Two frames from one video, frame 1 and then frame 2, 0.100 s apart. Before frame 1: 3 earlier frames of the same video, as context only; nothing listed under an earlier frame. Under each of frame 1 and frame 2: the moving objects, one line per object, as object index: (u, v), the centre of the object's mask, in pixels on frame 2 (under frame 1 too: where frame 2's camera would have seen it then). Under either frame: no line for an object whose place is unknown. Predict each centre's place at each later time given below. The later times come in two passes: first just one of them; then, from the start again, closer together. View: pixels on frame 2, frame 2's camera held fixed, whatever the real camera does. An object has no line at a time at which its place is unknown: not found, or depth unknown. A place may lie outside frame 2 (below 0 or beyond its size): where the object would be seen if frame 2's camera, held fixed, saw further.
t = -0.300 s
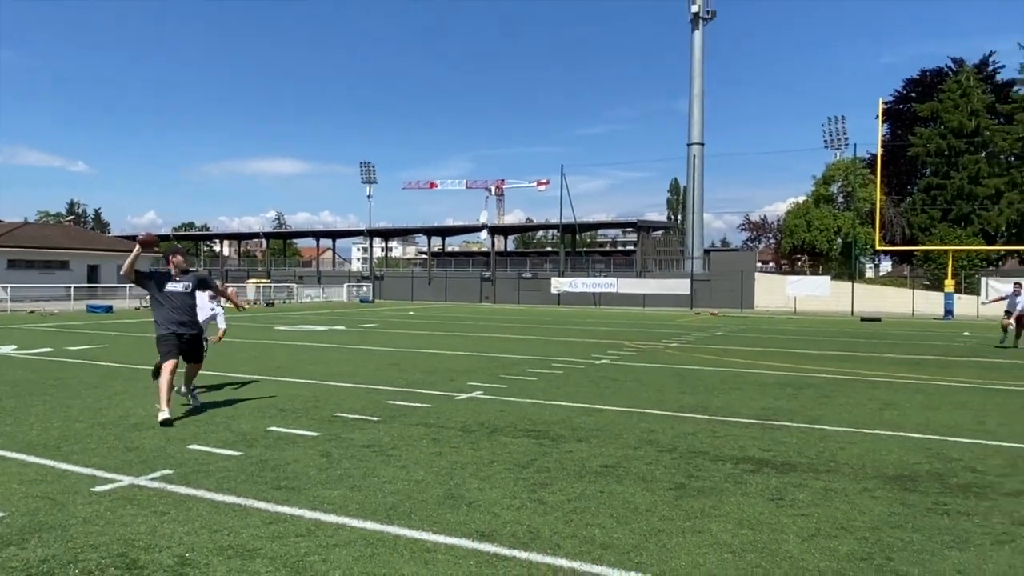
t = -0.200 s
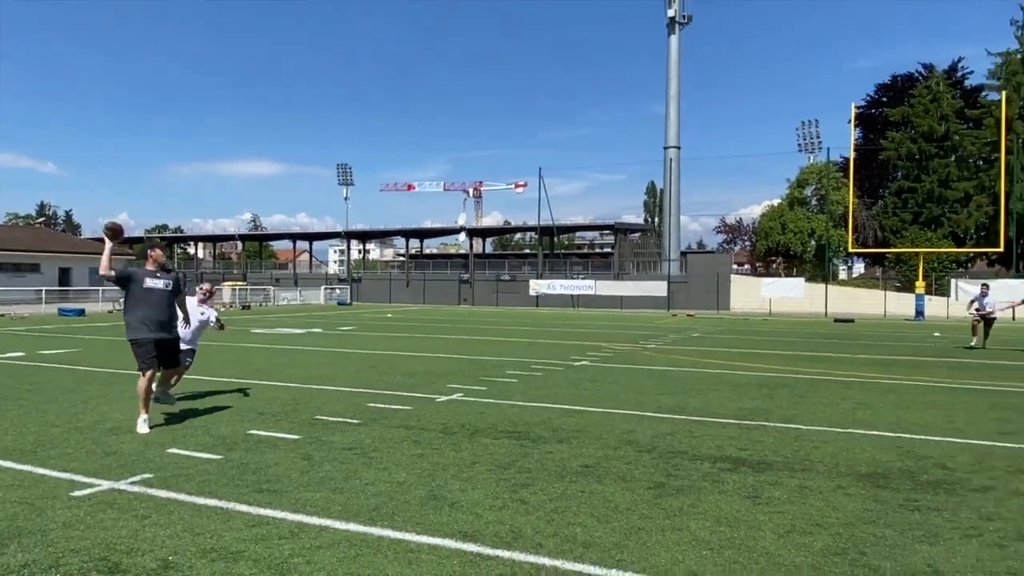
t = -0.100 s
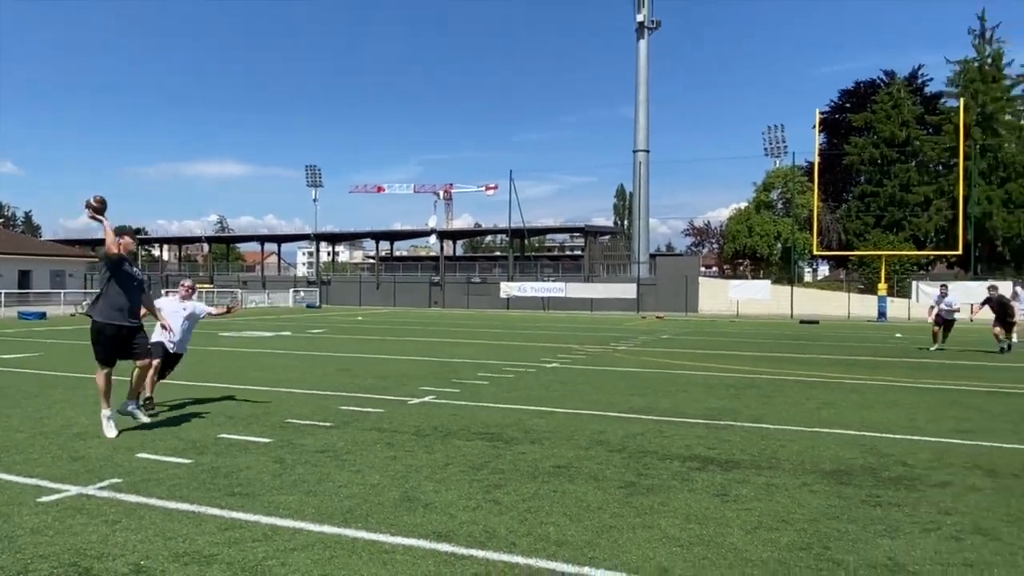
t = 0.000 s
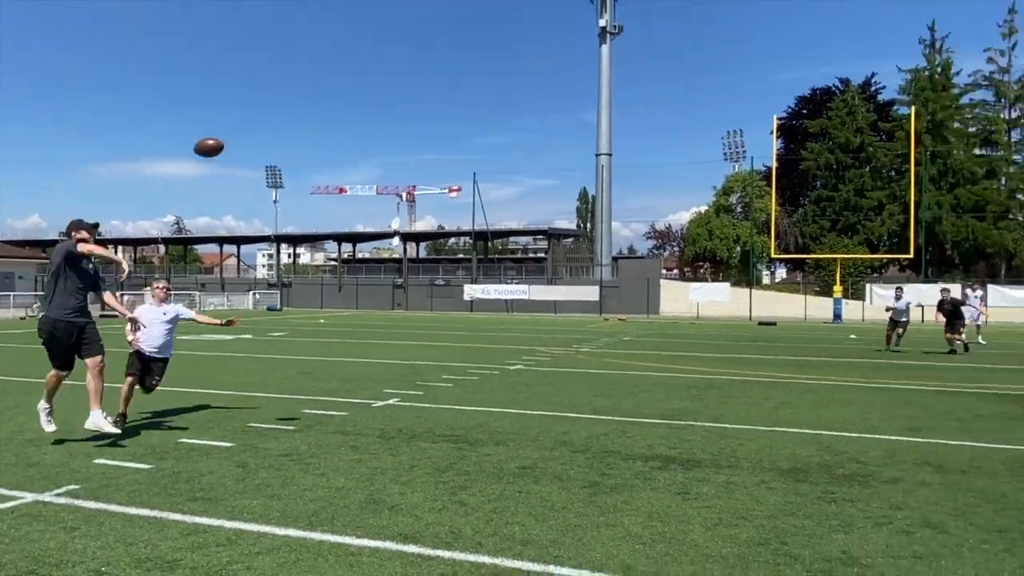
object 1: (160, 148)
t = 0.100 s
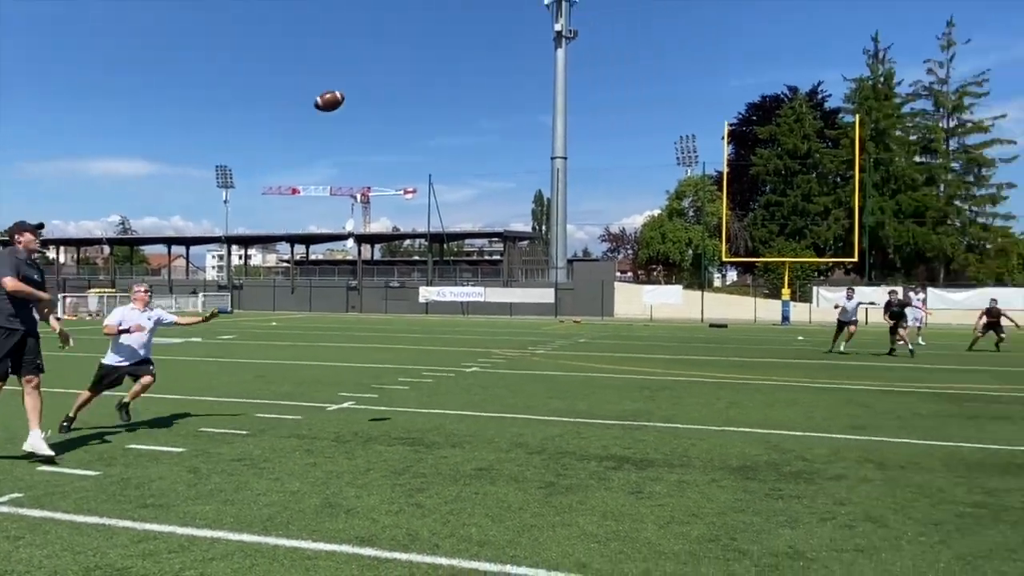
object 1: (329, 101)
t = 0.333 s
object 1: (700, 38)
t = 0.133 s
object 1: (384, 88)
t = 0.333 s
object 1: (700, 38)
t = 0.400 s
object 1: (798, 30)
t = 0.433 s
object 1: (846, 28)
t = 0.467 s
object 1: (893, 28)
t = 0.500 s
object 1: (940, 29)
